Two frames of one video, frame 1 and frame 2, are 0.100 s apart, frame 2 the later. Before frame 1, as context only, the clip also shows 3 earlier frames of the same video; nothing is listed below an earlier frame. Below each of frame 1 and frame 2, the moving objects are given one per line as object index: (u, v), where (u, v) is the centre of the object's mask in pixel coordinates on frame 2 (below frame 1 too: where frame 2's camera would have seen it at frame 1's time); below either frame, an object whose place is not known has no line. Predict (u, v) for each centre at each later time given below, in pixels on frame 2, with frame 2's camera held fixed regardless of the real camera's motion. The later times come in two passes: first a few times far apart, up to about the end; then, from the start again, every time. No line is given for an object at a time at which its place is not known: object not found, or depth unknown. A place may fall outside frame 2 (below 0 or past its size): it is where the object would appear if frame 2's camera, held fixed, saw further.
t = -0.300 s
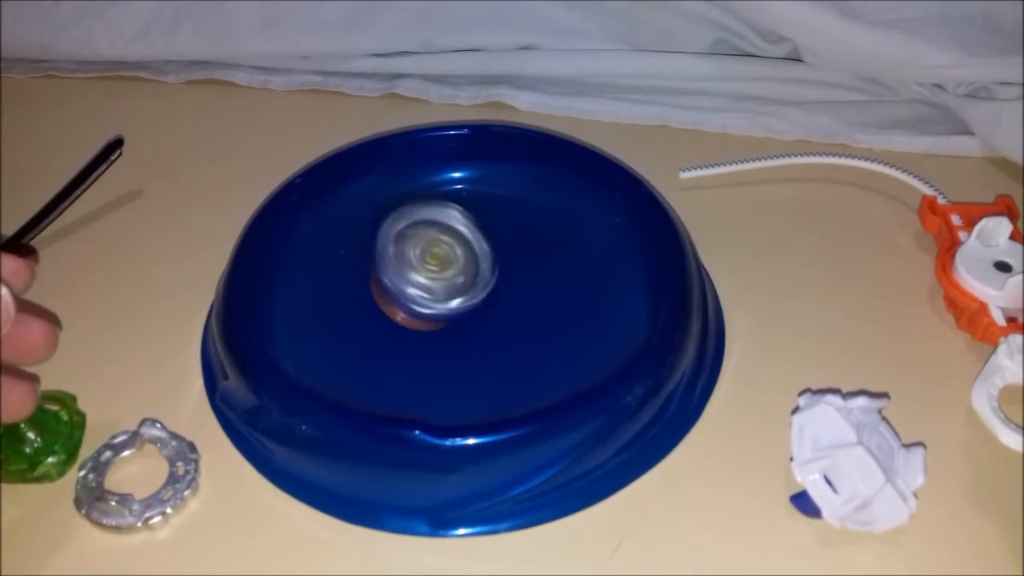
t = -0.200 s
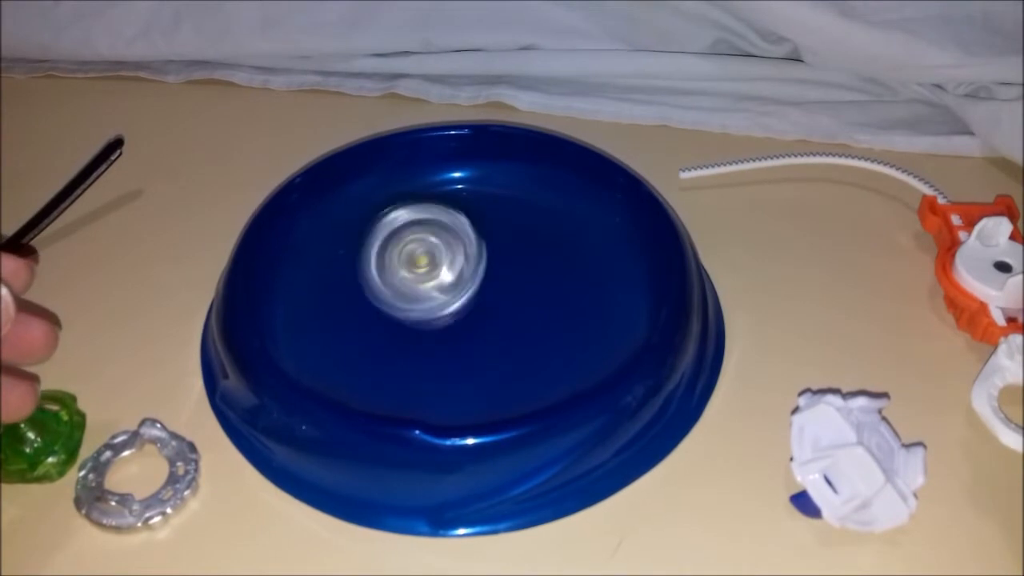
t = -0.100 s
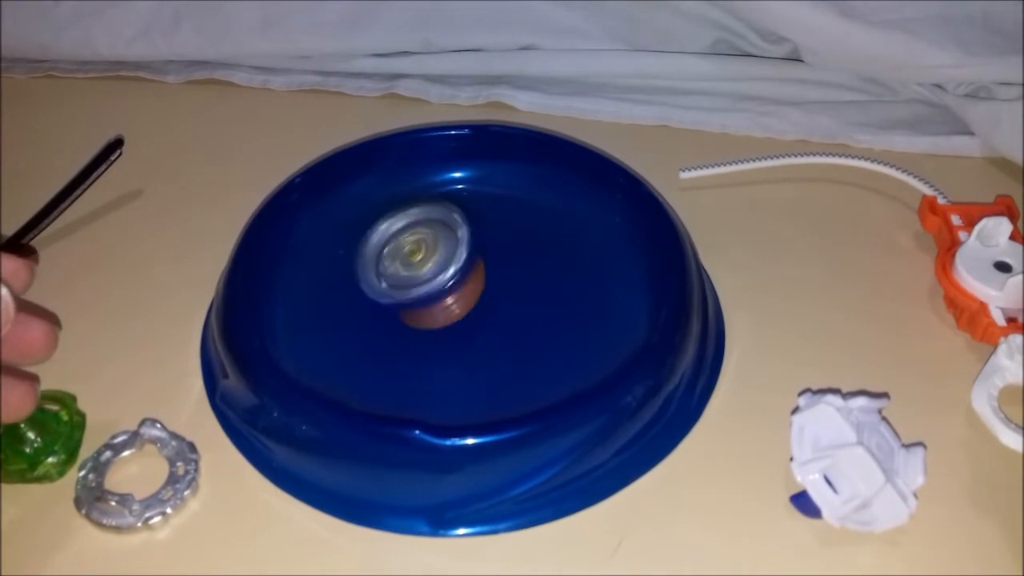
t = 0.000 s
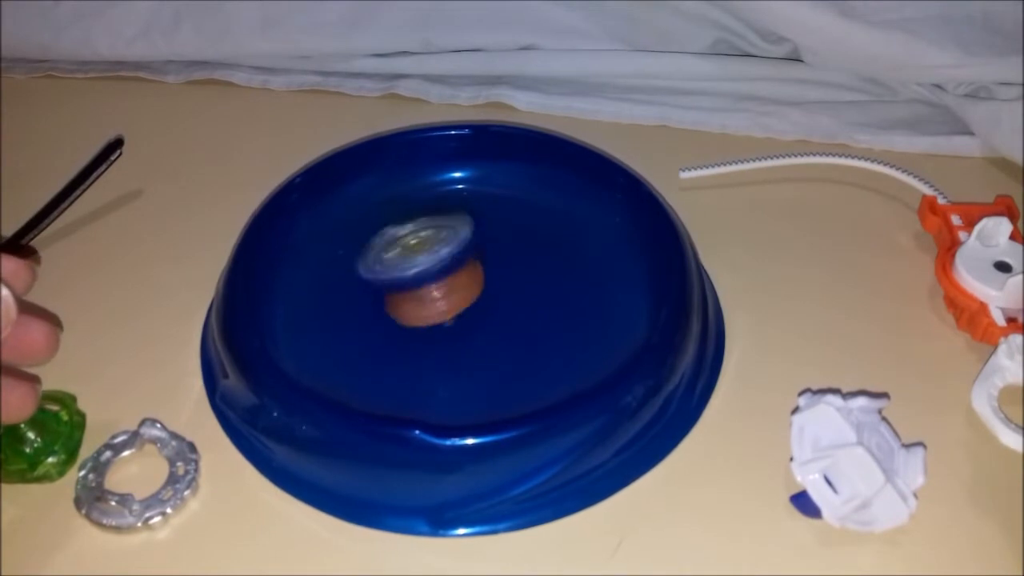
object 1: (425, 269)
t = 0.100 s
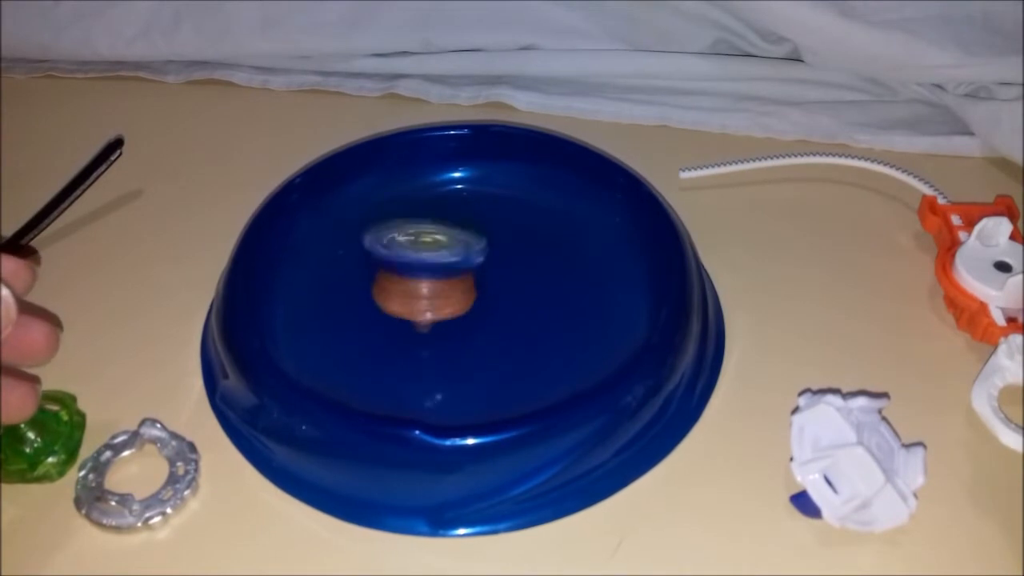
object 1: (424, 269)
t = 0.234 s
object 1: (427, 266)
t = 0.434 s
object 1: (417, 266)
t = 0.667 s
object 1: (422, 271)
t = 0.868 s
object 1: (430, 269)
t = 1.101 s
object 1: (419, 271)
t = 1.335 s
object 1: (427, 271)
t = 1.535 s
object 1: (416, 271)
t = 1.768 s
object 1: (421, 274)
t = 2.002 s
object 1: (430, 274)
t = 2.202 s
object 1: (417, 275)
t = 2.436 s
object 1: (430, 275)
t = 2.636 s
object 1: (421, 276)
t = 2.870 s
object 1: (422, 284)
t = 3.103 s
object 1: (439, 270)
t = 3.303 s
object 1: (452, 270)
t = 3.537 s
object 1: (452, 294)
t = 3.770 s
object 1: (418, 313)
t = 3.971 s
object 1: (382, 302)
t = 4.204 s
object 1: (358, 267)
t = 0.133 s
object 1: (424, 269)
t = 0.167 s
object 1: (425, 267)
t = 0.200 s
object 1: (426, 267)
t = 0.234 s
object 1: (427, 266)
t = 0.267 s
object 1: (429, 266)
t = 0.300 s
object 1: (429, 265)
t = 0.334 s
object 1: (426, 265)
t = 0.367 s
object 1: (423, 265)
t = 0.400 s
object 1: (419, 266)
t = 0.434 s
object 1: (417, 266)
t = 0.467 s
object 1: (418, 267)
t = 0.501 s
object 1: (419, 267)
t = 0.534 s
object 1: (421, 268)
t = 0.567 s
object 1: (422, 269)
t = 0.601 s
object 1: (423, 270)
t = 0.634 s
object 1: (422, 270)
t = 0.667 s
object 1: (422, 271)
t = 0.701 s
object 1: (422, 270)
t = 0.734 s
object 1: (424, 270)
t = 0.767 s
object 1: (425, 268)
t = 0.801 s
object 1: (428, 269)
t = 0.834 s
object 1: (429, 268)
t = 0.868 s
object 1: (430, 269)
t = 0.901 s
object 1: (427, 268)
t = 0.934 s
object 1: (423, 269)
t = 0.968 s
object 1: (418, 268)
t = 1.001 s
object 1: (417, 268)
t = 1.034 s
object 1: (416, 269)
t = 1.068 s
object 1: (419, 270)
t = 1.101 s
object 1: (419, 271)
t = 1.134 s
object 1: (422, 271)
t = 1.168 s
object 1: (421, 272)
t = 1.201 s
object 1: (422, 272)
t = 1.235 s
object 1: (421, 272)
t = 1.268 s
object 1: (423, 272)
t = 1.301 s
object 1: (424, 271)
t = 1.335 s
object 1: (427, 271)
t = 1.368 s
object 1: (429, 271)
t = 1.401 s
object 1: (431, 272)
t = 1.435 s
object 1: (430, 271)
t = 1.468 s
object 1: (428, 272)
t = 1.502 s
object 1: (421, 272)
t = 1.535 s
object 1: (416, 271)
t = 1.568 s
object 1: (415, 272)
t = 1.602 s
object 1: (417, 272)
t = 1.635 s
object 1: (417, 273)
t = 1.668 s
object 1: (420, 272)
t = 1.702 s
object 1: (420, 273)
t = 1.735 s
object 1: (422, 273)
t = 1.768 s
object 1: (421, 274)
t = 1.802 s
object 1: (422, 274)
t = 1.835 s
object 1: (423, 274)
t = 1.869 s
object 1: (426, 272)
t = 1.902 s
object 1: (429, 273)
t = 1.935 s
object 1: (431, 273)
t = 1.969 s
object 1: (432, 274)
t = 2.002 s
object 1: (430, 274)
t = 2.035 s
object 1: (423, 277)
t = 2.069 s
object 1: (417, 275)
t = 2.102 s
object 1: (414, 275)
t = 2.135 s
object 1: (413, 274)
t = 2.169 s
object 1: (416, 274)
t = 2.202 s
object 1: (417, 275)
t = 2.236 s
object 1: (420, 275)
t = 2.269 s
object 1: (420, 276)
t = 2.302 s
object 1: (421, 276)
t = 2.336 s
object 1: (422, 275)
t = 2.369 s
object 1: (424, 274)
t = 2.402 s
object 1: (426, 273)
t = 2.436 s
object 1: (430, 275)
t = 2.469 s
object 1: (432, 276)
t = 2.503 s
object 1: (435, 278)
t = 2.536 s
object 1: (431, 279)
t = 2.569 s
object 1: (426, 277)
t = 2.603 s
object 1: (422, 277)
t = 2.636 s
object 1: (421, 276)
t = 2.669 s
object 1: (419, 279)
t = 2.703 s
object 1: (419, 280)
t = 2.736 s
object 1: (418, 282)
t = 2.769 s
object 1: (419, 281)
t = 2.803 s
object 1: (420, 282)
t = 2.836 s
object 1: (421, 283)
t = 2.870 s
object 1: (422, 284)
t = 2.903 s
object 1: (423, 281)
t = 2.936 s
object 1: (424, 279)
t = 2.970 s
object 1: (425, 277)
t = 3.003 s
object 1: (429, 275)
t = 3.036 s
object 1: (430, 273)
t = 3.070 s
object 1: (436, 273)
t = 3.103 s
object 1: (439, 270)
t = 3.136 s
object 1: (443, 267)
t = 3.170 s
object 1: (447, 268)
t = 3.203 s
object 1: (449, 268)
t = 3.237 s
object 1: (451, 266)
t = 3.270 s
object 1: (451, 268)
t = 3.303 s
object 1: (452, 270)
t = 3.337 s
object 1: (451, 274)
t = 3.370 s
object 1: (451, 274)
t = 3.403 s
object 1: (453, 279)
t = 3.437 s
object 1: (453, 283)
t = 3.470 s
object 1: (455, 287)
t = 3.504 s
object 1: (456, 290)
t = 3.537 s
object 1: (452, 294)
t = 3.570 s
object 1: (451, 299)
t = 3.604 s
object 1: (447, 303)
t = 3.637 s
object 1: (444, 305)
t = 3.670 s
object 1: (437, 309)
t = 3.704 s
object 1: (431, 311)
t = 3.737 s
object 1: (427, 313)
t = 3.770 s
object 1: (418, 313)
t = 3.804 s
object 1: (410, 313)
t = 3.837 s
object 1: (407, 313)
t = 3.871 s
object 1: (398, 309)
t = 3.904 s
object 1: (393, 309)
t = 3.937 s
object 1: (386, 305)
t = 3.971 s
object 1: (382, 302)
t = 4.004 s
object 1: (377, 298)
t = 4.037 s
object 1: (372, 294)
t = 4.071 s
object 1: (369, 287)
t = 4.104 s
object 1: (368, 284)
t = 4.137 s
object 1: (363, 276)
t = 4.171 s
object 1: (362, 274)
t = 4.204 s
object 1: (358, 267)
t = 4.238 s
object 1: (357, 260)
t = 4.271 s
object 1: (360, 257)
